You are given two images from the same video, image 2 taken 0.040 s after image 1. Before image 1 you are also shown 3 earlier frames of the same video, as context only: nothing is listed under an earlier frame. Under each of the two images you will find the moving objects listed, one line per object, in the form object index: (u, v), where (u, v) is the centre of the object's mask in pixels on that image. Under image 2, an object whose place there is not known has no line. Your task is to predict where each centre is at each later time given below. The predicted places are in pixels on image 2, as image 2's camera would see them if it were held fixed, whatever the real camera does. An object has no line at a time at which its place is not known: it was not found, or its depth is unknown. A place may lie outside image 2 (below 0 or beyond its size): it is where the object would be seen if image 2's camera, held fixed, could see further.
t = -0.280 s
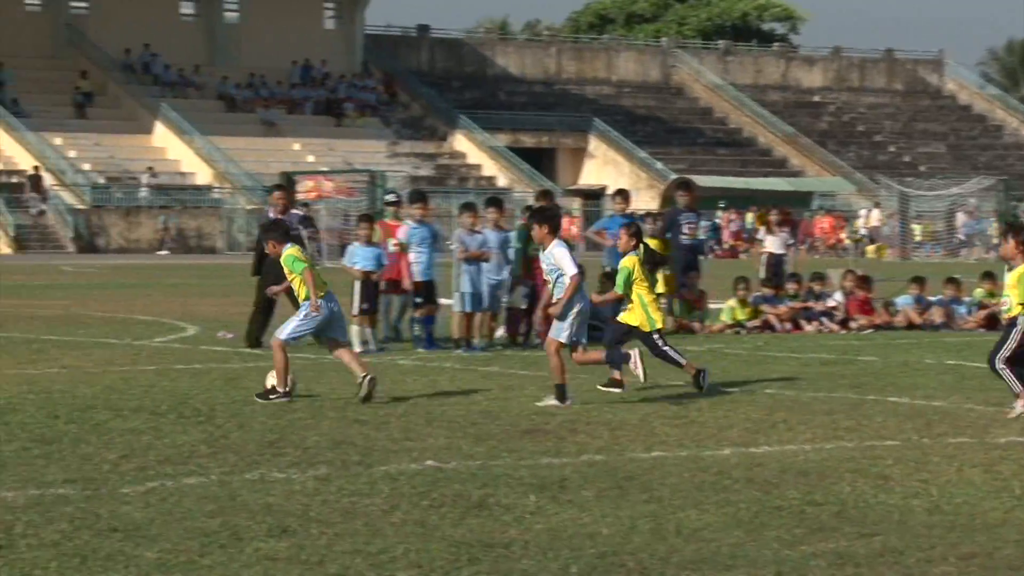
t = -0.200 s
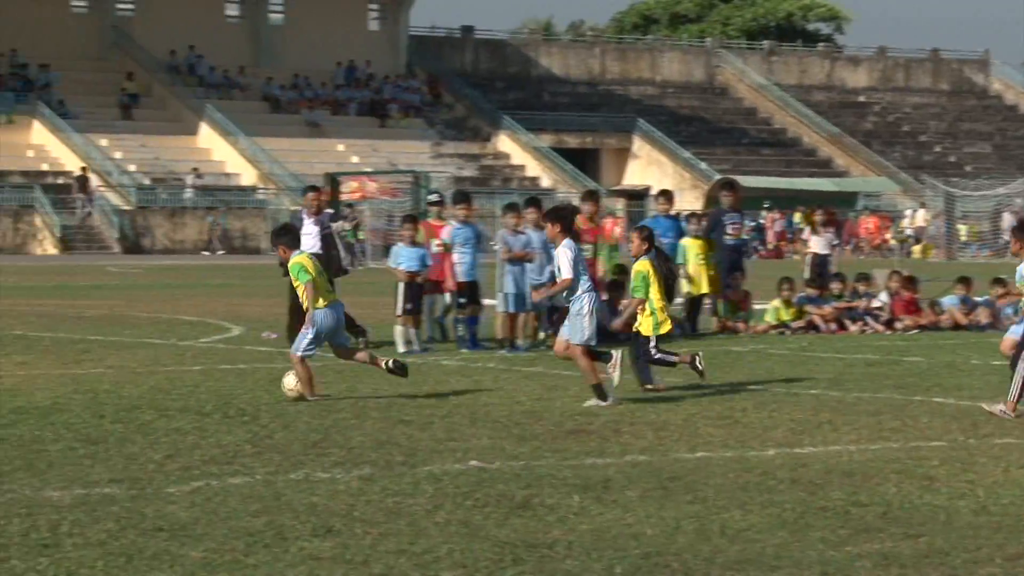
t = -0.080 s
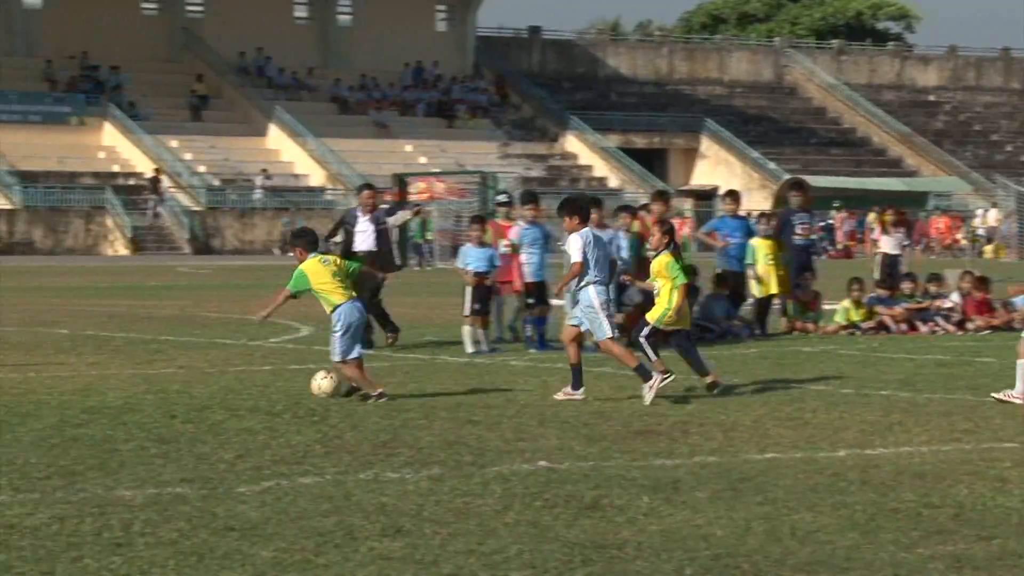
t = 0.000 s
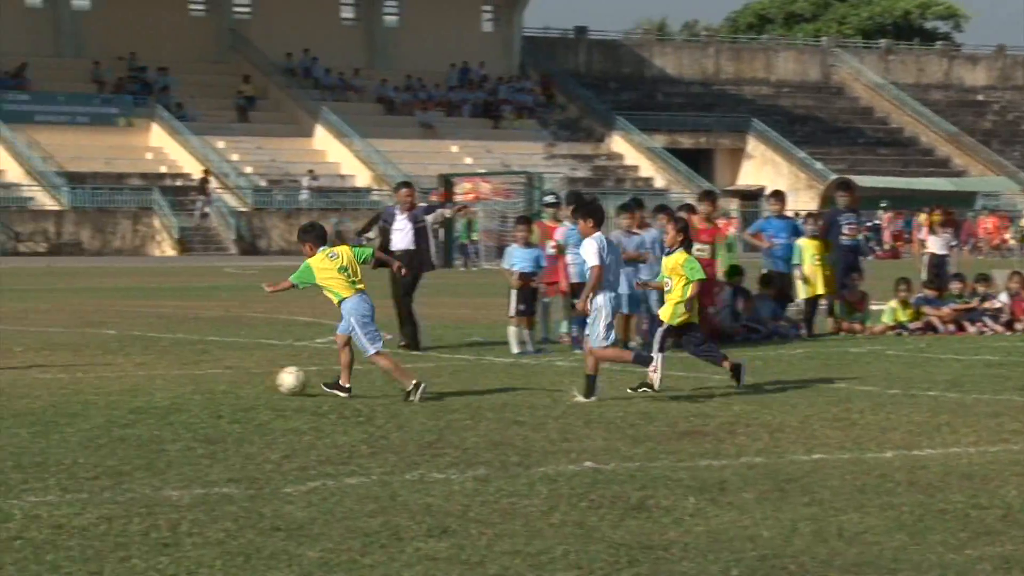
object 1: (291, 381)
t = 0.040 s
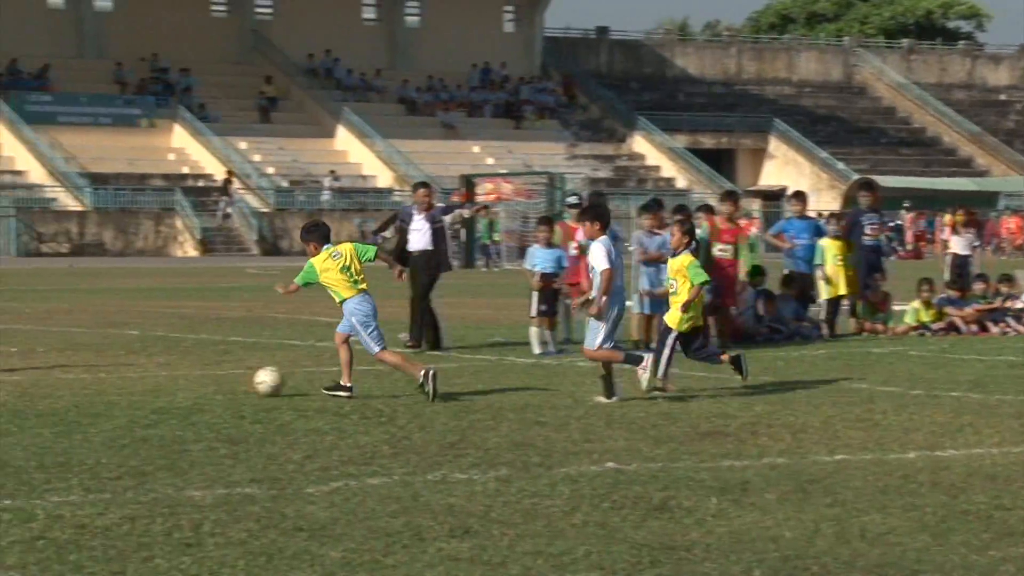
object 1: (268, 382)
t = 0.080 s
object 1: (225, 383)
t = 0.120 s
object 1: (181, 385)
